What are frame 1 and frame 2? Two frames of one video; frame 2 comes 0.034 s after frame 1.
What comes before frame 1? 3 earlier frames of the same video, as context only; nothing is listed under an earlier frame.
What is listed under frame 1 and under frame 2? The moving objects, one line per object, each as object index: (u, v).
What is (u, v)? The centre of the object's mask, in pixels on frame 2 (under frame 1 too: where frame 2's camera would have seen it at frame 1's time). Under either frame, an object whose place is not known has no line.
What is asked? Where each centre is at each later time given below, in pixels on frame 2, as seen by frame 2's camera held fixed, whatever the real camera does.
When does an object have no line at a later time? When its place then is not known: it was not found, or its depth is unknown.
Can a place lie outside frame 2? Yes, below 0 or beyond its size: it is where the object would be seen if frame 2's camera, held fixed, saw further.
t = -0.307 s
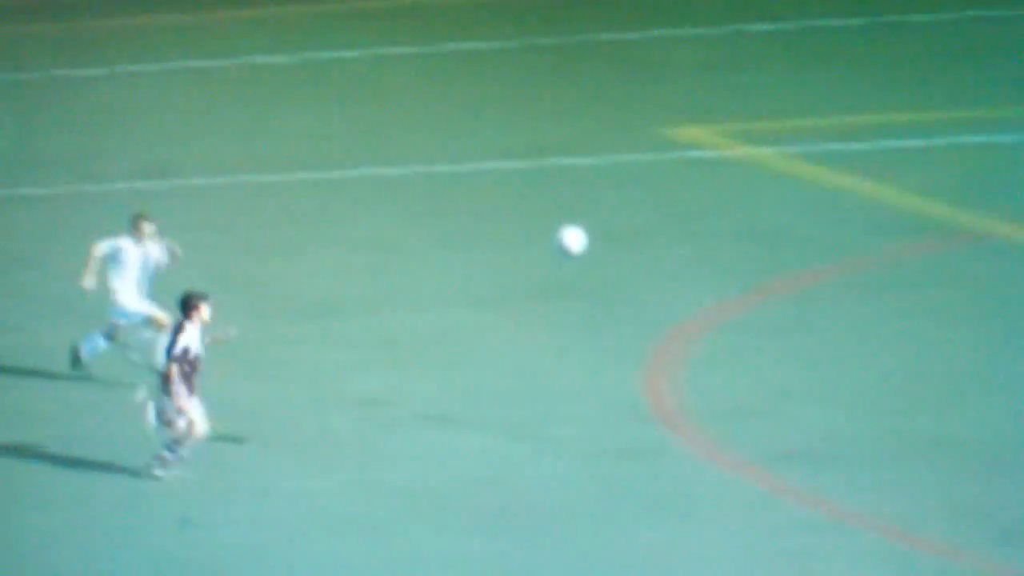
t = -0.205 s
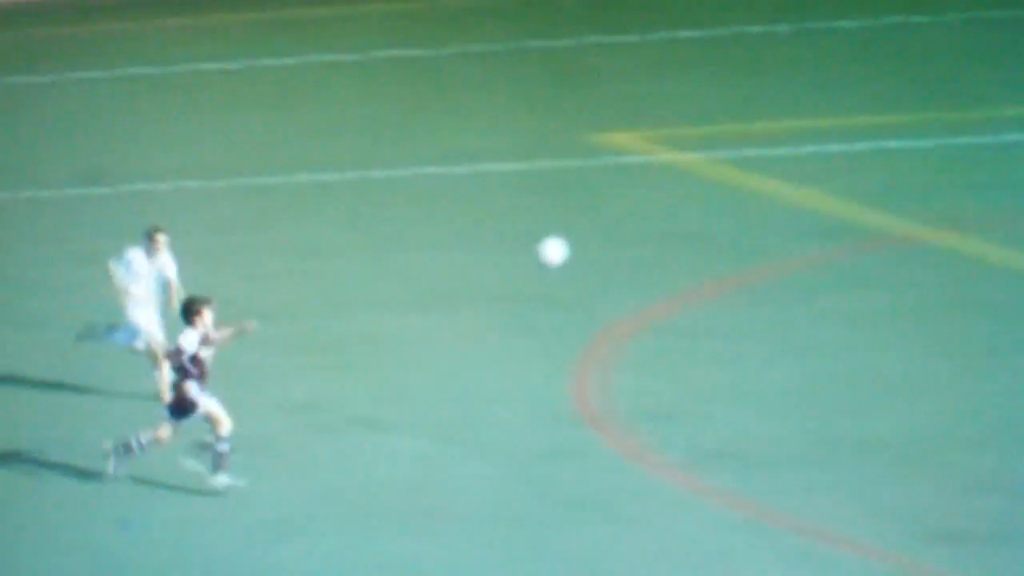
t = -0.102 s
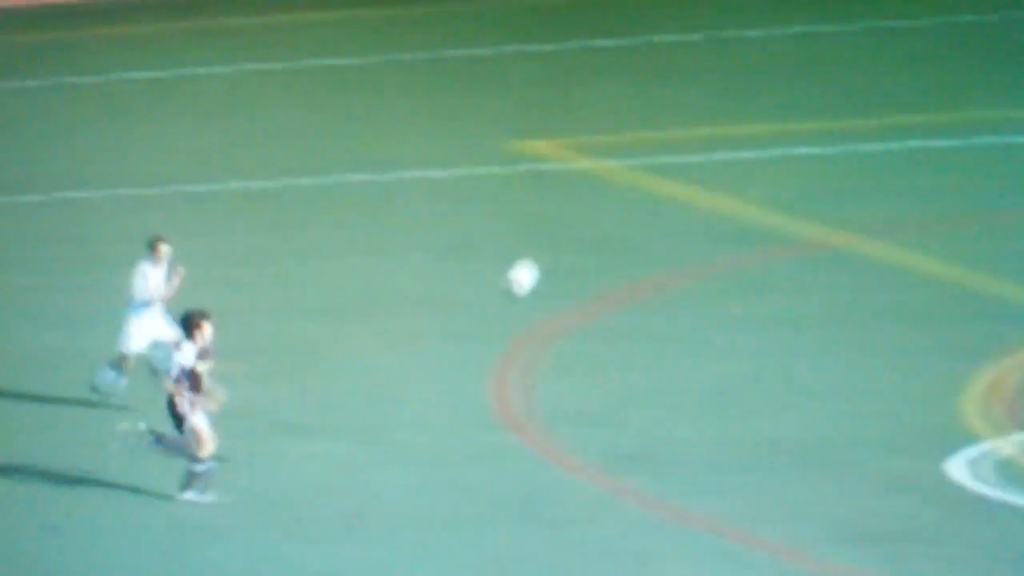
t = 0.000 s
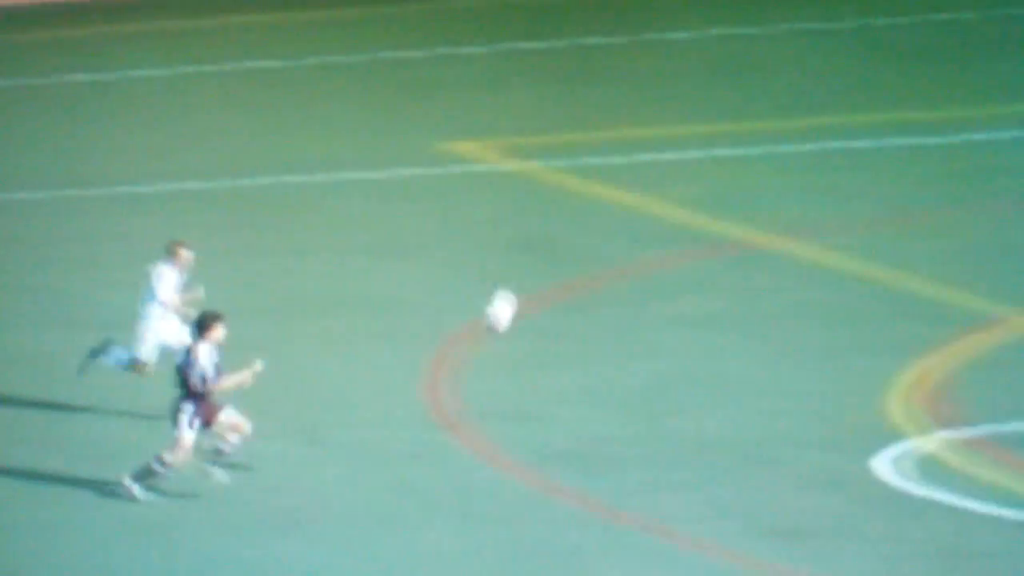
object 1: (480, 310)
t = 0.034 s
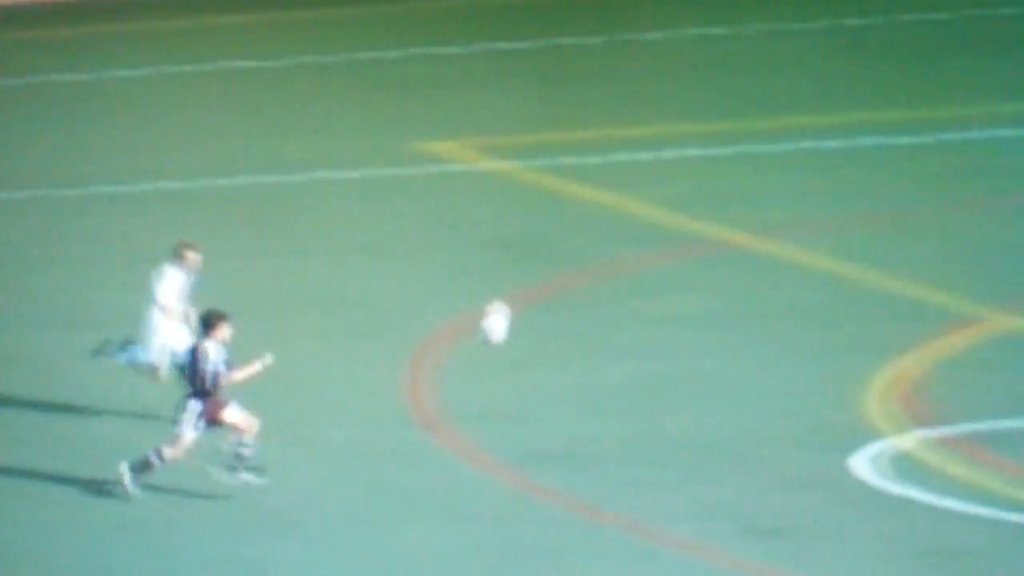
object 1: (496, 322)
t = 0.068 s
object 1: (512, 337)
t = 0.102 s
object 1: (529, 353)
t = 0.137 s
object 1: (543, 370)
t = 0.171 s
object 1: (563, 390)
